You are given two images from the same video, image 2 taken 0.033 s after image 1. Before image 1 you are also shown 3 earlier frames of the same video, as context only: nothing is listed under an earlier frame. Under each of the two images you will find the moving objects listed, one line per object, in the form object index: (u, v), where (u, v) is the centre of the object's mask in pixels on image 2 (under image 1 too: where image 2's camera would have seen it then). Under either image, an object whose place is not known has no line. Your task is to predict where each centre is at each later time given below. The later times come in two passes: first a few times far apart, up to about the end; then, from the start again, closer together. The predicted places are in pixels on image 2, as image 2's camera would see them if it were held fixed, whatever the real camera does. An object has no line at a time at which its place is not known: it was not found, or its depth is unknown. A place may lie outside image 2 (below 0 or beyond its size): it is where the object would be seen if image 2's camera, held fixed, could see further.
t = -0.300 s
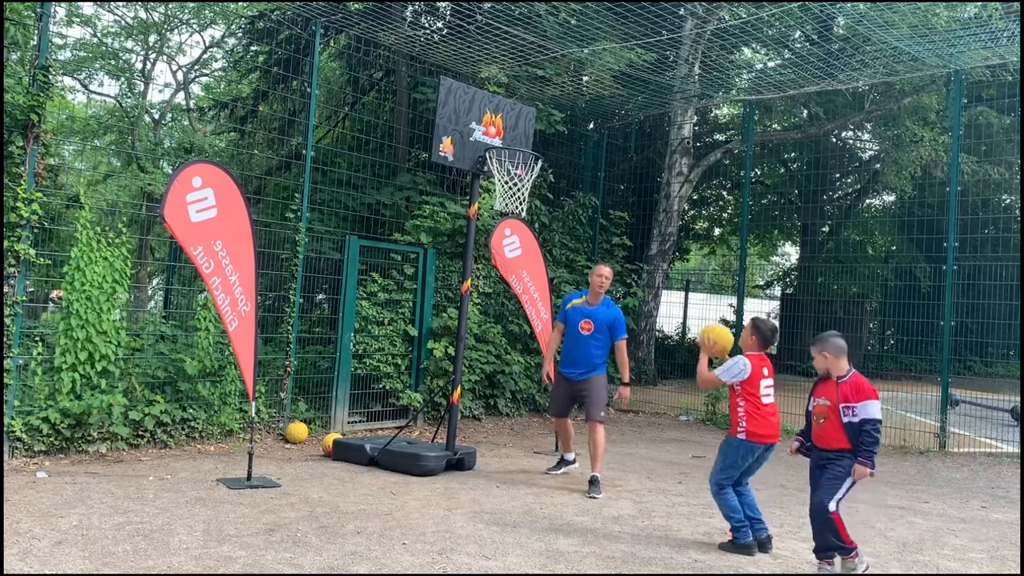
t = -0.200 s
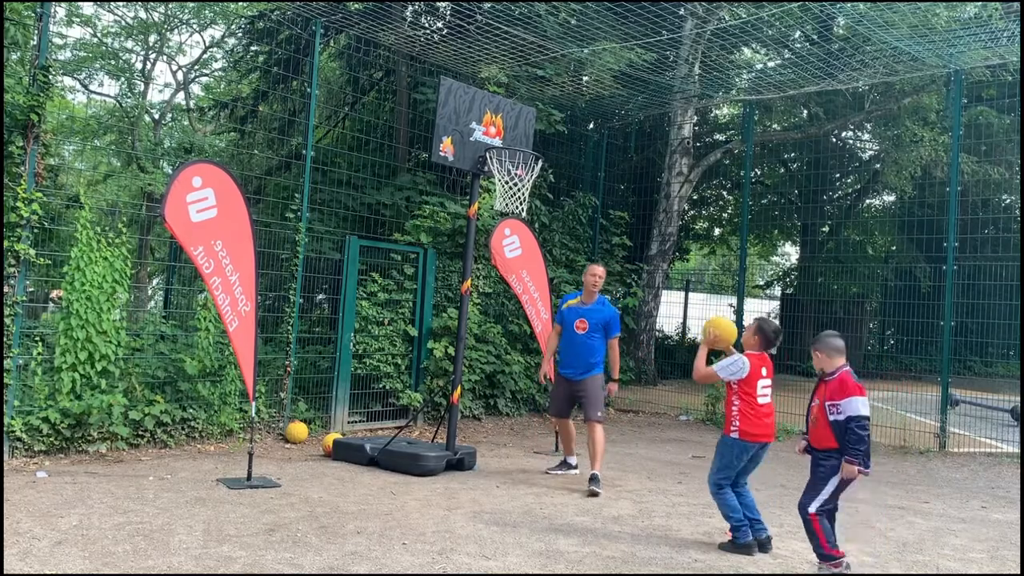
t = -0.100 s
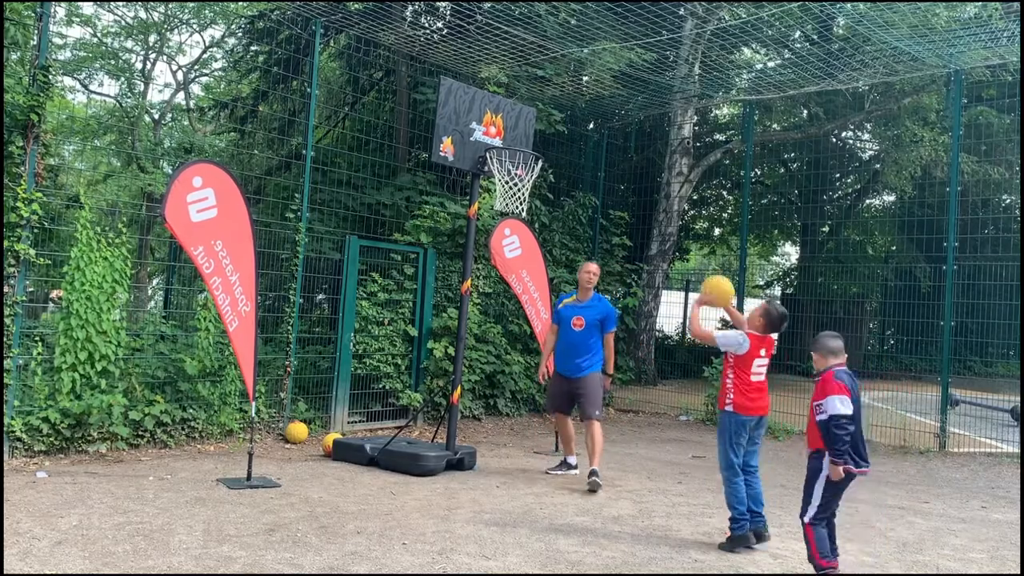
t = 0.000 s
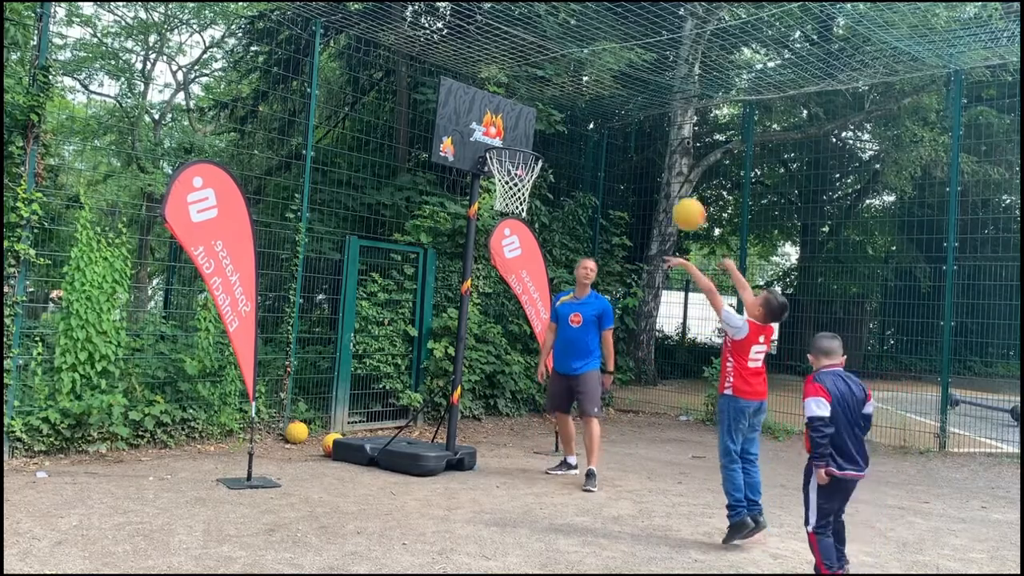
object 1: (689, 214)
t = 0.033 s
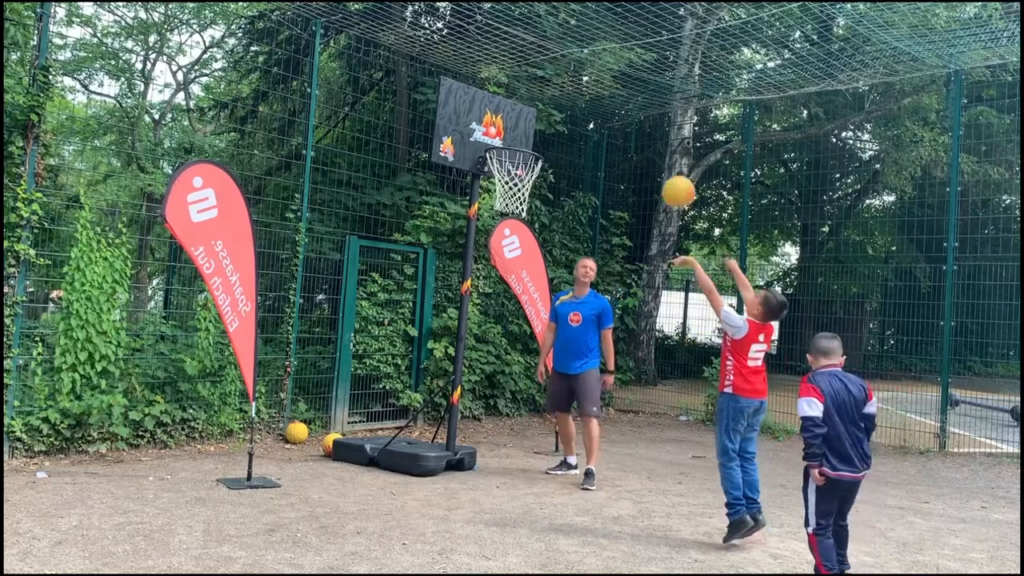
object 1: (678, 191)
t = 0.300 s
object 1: (602, 88)
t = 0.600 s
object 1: (526, 95)
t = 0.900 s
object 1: (523, 177)
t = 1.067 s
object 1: (528, 196)
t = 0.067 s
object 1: (668, 172)
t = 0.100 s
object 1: (658, 154)
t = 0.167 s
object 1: (639, 124)
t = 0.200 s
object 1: (630, 113)
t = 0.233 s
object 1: (620, 103)
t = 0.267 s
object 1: (611, 95)
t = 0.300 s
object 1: (602, 88)
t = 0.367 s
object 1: (584, 80)
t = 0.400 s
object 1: (576, 78)
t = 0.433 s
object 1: (567, 78)
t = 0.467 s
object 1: (558, 78)
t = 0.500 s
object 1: (550, 80)
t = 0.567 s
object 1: (534, 89)
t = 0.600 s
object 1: (526, 95)
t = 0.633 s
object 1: (518, 102)
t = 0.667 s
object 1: (510, 110)
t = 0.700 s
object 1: (502, 119)
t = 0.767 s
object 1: (506, 134)
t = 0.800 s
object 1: (511, 140)
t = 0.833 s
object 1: (515, 153)
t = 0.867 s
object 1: (519, 164)
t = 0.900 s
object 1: (523, 177)
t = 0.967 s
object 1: (528, 191)
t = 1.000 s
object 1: (528, 191)
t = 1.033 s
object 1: (528, 193)
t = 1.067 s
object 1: (528, 196)
